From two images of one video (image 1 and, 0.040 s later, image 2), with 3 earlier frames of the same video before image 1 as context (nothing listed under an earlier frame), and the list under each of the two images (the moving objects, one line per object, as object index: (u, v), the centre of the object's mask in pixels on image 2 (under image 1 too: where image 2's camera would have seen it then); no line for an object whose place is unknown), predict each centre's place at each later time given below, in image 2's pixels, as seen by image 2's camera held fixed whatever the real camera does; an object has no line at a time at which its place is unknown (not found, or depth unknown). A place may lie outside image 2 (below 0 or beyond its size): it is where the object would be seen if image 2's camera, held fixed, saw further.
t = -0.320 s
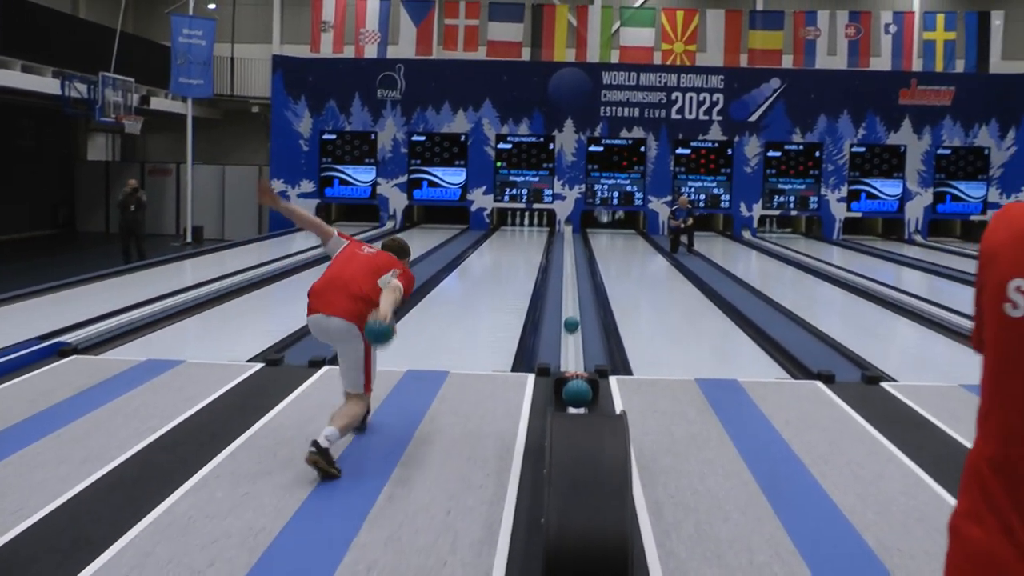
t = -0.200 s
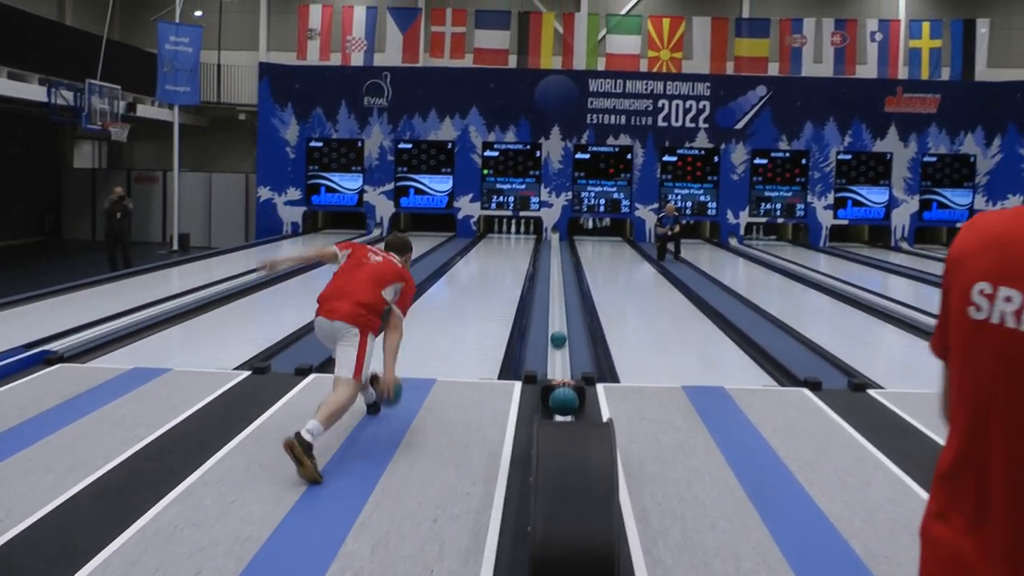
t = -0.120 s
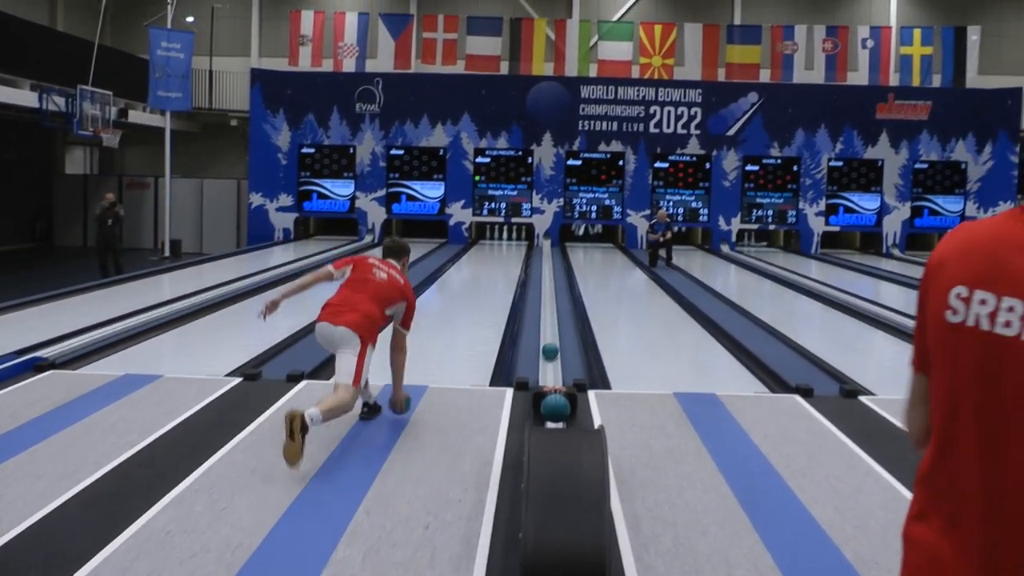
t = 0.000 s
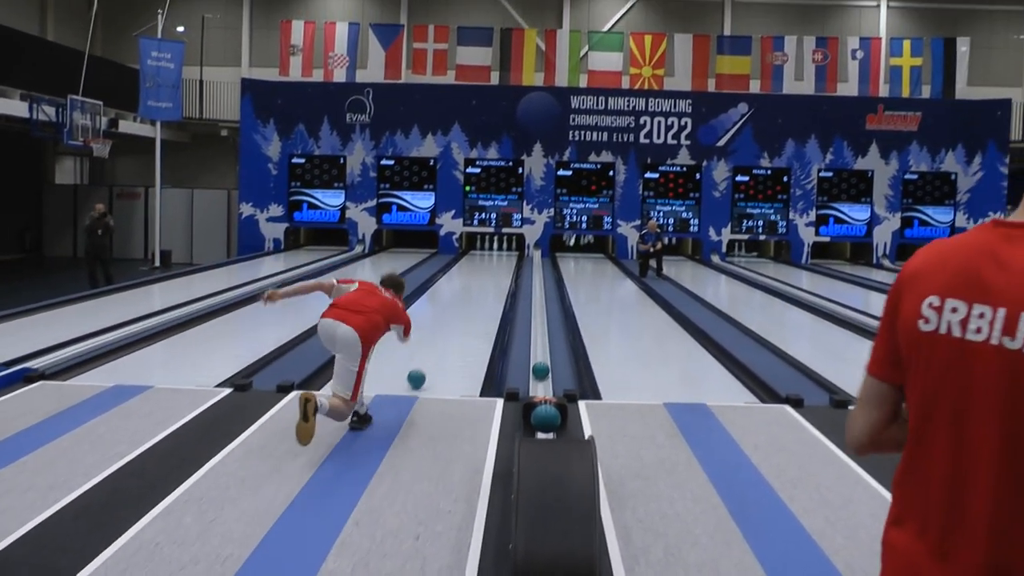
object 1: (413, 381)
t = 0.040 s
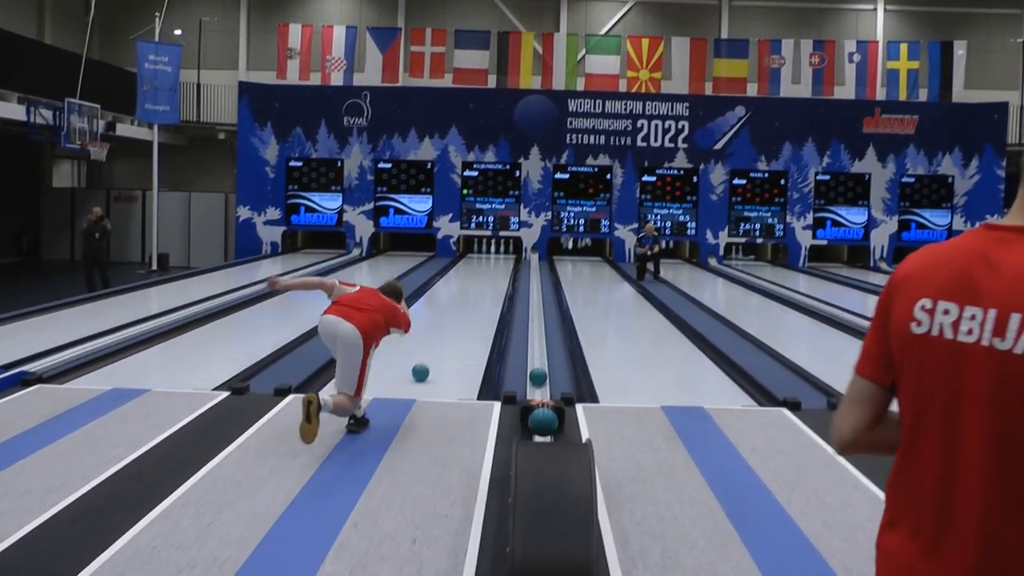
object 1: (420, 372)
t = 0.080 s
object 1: (426, 363)
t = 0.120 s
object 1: (431, 355)
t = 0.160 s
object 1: (436, 347)
